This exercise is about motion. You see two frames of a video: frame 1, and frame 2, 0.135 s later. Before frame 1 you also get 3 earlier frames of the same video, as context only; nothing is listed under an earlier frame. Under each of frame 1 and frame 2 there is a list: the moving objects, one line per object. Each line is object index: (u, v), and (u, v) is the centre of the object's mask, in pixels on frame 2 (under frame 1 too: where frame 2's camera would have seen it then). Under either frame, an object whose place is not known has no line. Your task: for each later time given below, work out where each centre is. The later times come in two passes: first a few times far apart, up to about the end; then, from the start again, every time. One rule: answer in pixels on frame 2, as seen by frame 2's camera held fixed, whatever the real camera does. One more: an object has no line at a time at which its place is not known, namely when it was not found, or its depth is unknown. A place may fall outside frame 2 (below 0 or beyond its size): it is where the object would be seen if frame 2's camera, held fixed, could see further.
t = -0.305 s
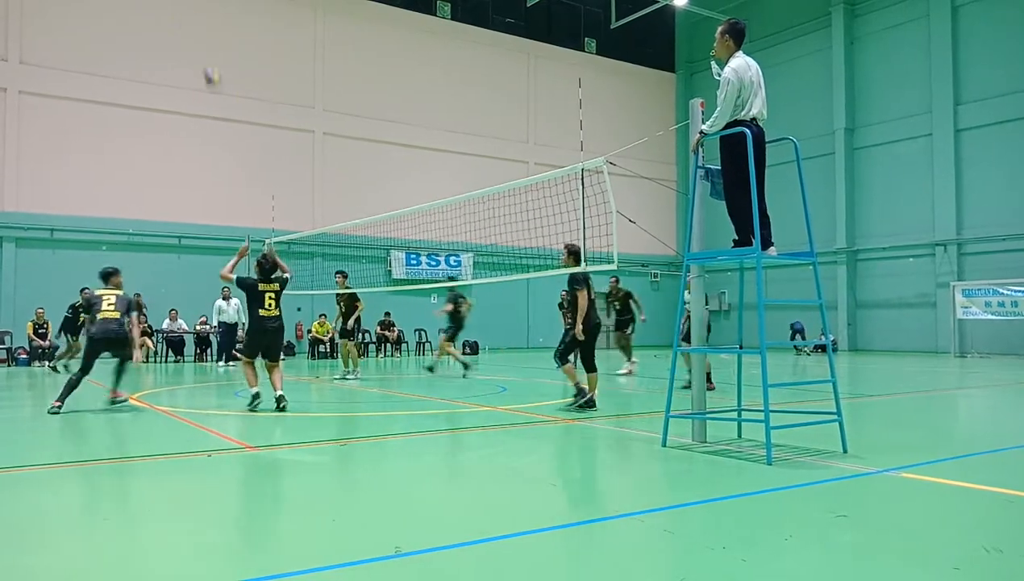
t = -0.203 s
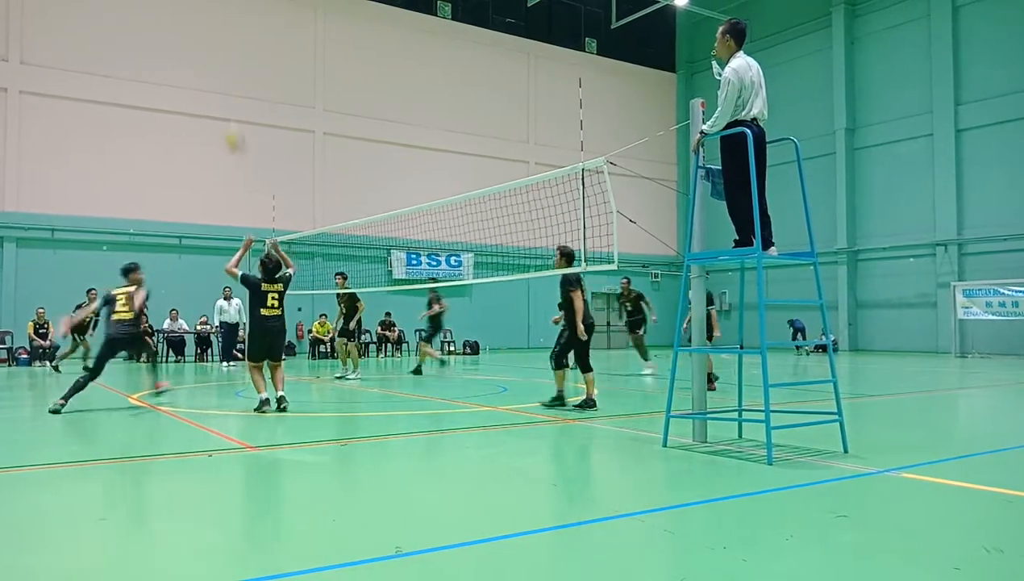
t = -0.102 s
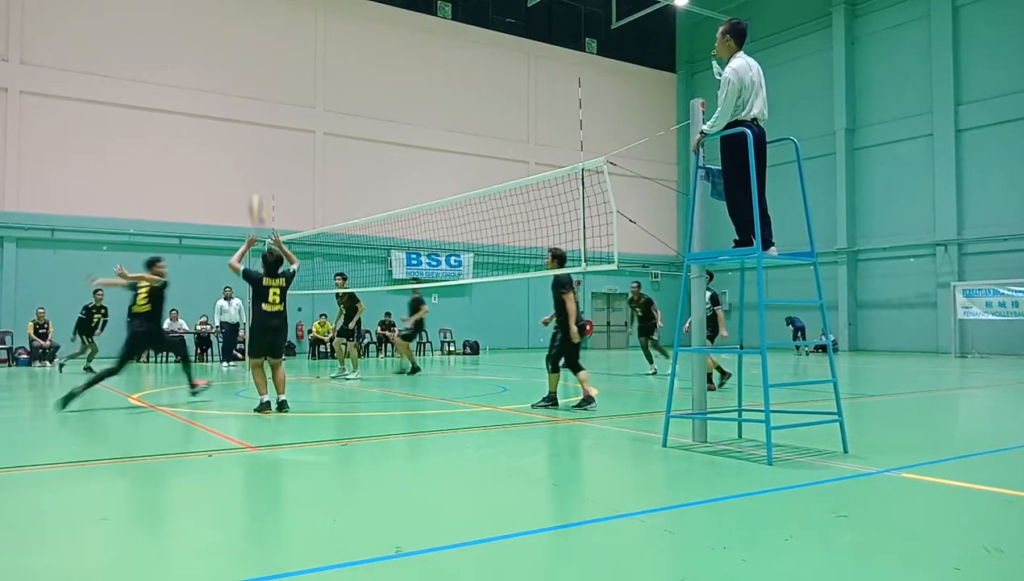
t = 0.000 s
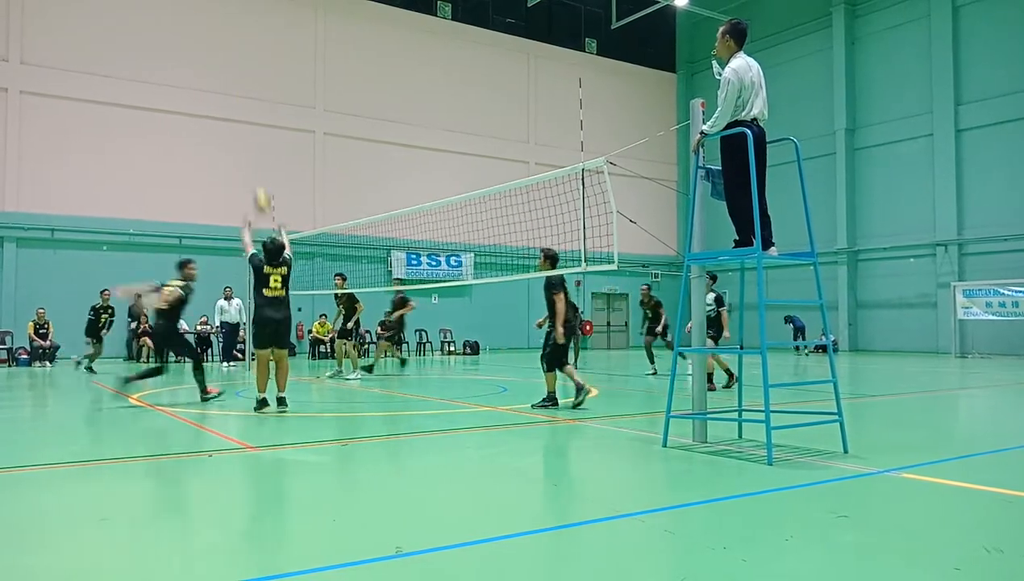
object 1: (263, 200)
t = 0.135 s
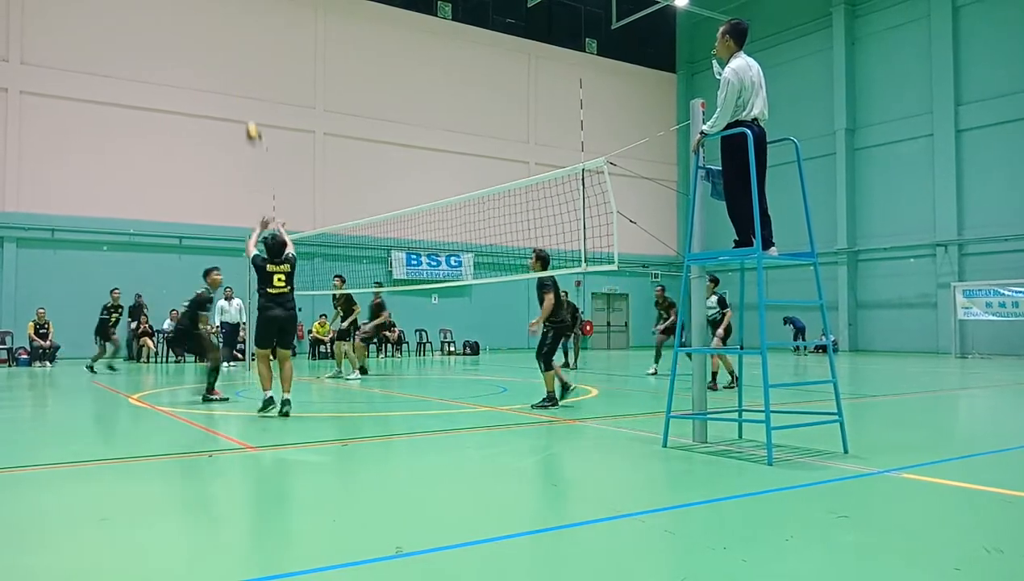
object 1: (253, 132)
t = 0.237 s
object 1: (248, 97)
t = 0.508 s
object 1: (233, 51)
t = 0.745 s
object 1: (223, 57)
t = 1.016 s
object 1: (212, 103)
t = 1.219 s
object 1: (205, 161)
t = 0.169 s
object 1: (251, 119)
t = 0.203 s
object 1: (249, 107)
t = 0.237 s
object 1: (248, 97)
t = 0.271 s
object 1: (246, 88)
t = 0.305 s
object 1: (244, 79)
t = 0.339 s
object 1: (242, 72)
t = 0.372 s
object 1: (240, 66)
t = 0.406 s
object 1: (238, 61)
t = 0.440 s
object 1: (236, 57)
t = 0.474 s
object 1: (235, 54)
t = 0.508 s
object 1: (233, 51)
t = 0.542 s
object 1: (232, 50)
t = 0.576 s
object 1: (230, 50)
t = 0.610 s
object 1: (228, 50)
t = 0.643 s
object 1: (227, 50)
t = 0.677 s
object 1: (226, 52)
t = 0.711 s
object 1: (225, 54)
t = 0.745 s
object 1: (223, 57)
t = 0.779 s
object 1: (221, 61)
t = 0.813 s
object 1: (220, 65)
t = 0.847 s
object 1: (219, 70)
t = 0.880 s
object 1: (217, 76)
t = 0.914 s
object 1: (215, 82)
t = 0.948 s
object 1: (214, 89)
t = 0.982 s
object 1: (213, 96)
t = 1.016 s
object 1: (212, 103)
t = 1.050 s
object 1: (211, 112)
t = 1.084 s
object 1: (210, 121)
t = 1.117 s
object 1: (209, 131)
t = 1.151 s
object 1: (207, 141)
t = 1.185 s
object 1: (206, 151)
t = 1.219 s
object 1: (205, 161)
